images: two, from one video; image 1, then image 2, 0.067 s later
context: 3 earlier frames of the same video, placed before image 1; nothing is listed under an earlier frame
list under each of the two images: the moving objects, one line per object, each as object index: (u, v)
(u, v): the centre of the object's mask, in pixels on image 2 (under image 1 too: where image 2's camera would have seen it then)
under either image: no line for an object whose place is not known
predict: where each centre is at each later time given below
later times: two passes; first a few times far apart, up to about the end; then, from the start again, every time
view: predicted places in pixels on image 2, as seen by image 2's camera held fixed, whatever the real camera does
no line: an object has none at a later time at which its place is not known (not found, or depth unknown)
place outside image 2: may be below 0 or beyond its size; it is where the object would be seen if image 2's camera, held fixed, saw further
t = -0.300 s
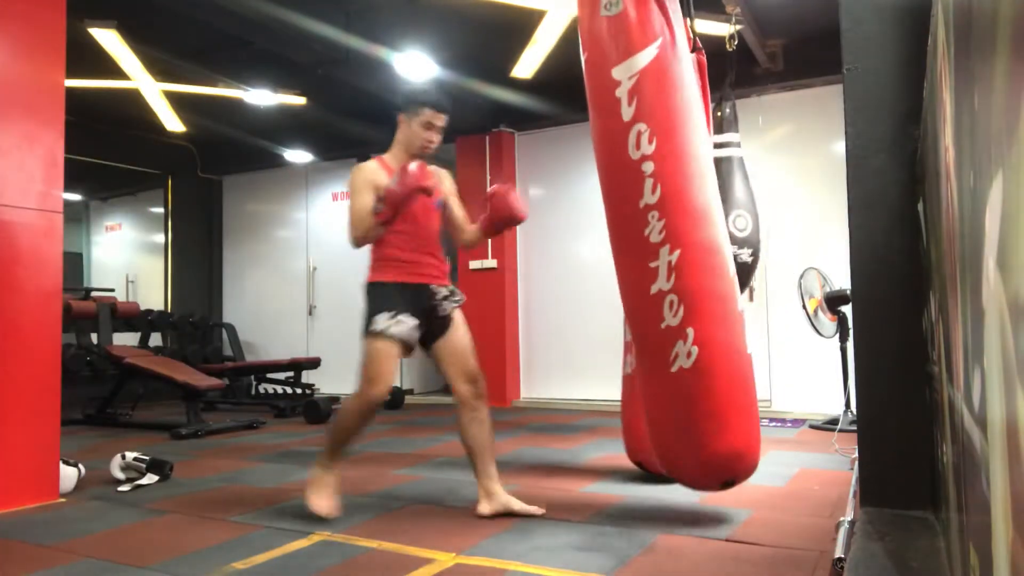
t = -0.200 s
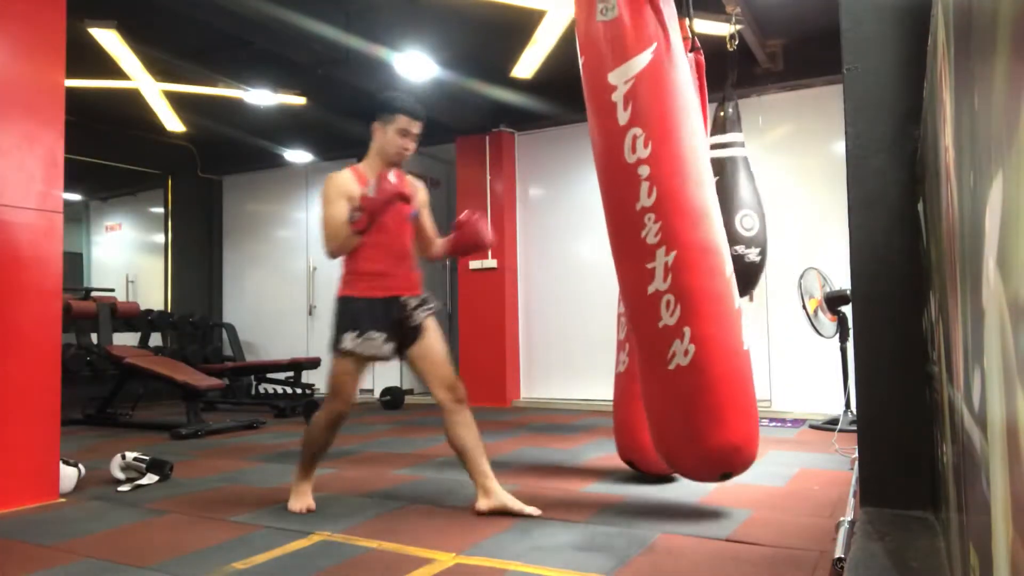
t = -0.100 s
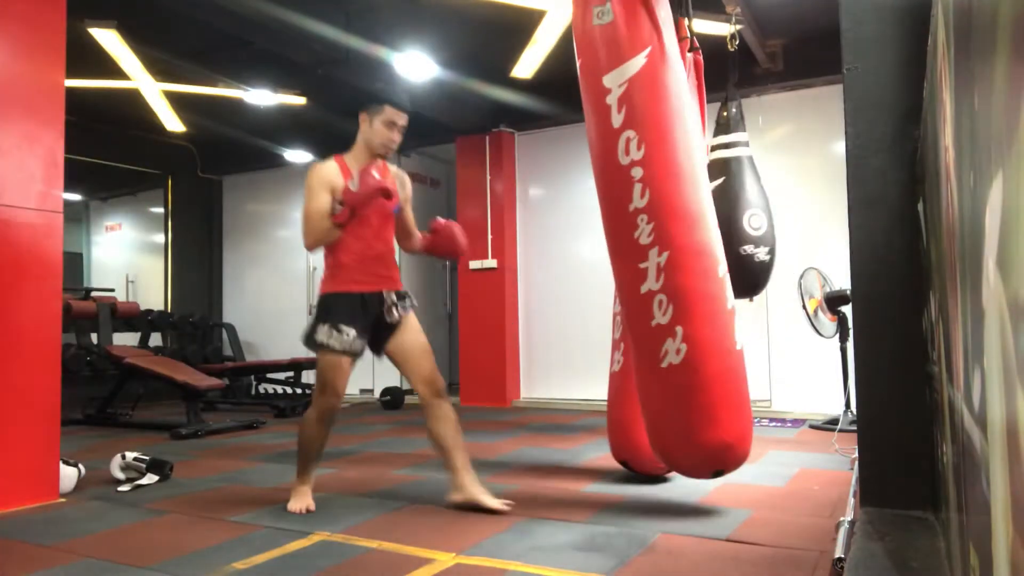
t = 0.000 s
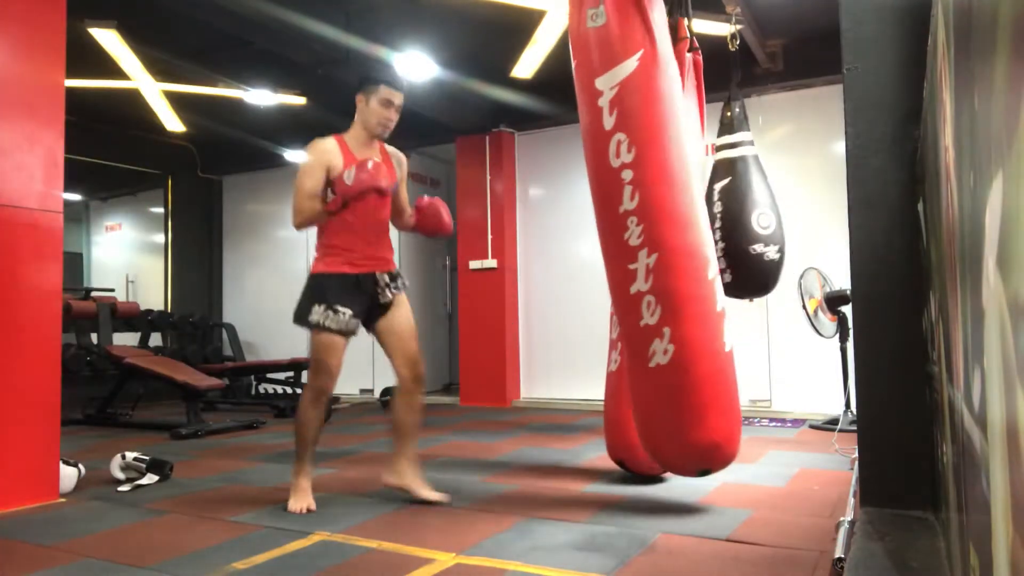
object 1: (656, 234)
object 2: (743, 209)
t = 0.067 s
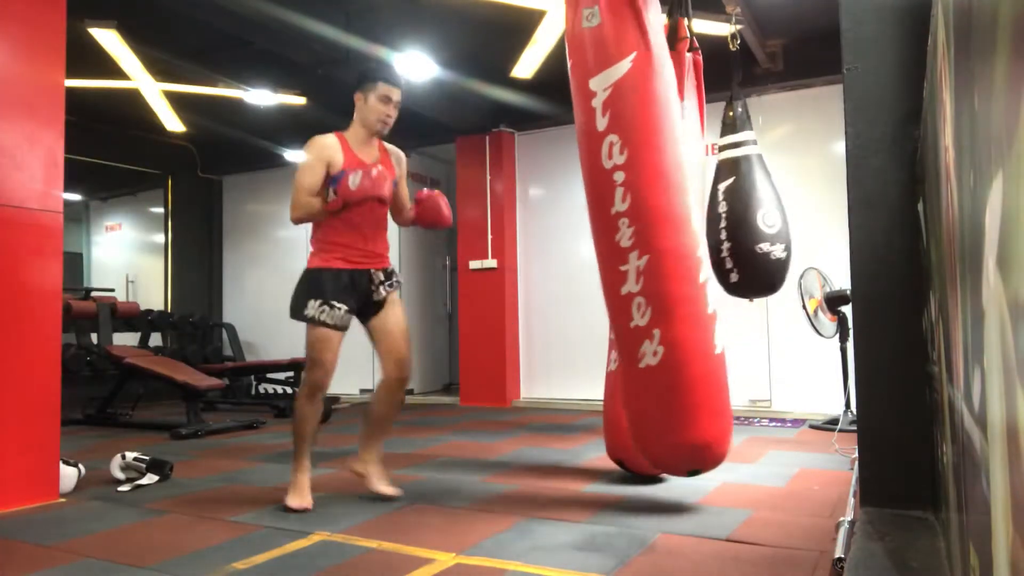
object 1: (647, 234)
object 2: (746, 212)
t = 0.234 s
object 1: (629, 240)
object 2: (757, 211)
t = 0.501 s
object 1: (587, 252)
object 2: (766, 210)
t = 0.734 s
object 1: (547, 263)
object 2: (766, 209)
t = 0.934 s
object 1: (519, 269)
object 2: (767, 207)
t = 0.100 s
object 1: (644, 233)
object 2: (748, 212)
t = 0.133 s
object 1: (640, 234)
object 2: (750, 212)
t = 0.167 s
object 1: (637, 239)
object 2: (752, 212)
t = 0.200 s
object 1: (633, 238)
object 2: (754, 212)
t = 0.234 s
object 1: (629, 240)
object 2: (757, 211)
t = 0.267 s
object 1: (623, 240)
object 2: (758, 211)
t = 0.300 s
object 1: (619, 243)
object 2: (760, 211)
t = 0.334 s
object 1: (613, 243)
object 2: (761, 210)
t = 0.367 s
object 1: (608, 245)
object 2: (763, 210)
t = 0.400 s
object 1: (603, 247)
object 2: (764, 210)
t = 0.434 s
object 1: (598, 249)
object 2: (765, 210)
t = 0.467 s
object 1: (592, 250)
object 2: (766, 210)
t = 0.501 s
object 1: (587, 252)
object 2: (766, 210)
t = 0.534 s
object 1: (581, 253)
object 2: (766, 210)
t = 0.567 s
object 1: (575, 255)
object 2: (766, 210)
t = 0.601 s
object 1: (569, 256)
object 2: (766, 209)
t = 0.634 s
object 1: (563, 258)
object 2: (766, 209)
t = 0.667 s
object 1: (557, 260)
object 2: (766, 209)
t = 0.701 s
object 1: (552, 261)
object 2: (766, 209)
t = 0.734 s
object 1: (547, 263)
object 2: (766, 209)
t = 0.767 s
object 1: (541, 264)
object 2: (766, 208)
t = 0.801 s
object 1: (535, 265)
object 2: (767, 208)
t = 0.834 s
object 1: (531, 267)
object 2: (767, 208)
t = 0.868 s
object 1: (526, 268)
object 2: (767, 208)
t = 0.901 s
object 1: (522, 269)
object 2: (767, 208)
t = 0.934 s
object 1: (519, 269)
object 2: (767, 207)
